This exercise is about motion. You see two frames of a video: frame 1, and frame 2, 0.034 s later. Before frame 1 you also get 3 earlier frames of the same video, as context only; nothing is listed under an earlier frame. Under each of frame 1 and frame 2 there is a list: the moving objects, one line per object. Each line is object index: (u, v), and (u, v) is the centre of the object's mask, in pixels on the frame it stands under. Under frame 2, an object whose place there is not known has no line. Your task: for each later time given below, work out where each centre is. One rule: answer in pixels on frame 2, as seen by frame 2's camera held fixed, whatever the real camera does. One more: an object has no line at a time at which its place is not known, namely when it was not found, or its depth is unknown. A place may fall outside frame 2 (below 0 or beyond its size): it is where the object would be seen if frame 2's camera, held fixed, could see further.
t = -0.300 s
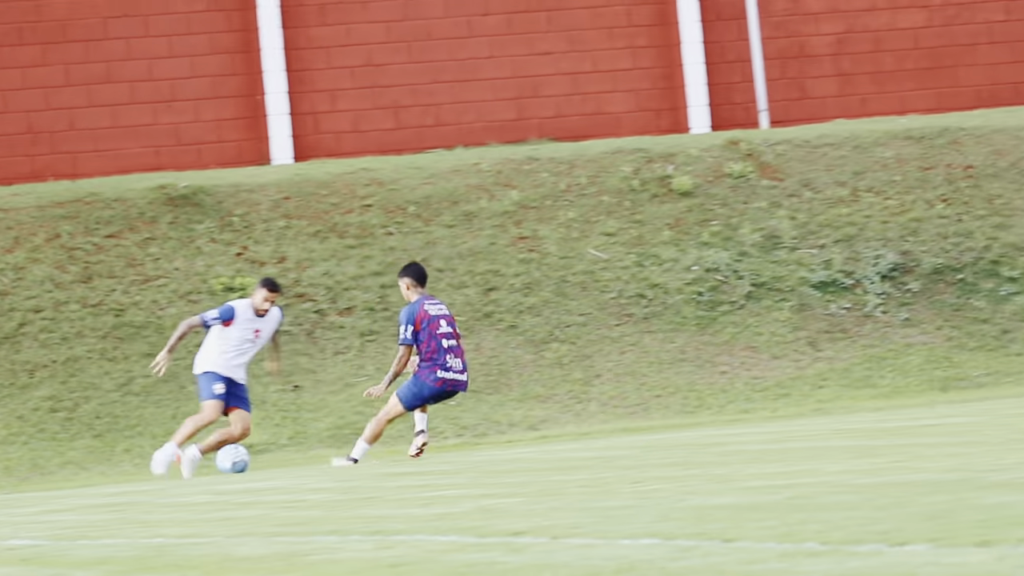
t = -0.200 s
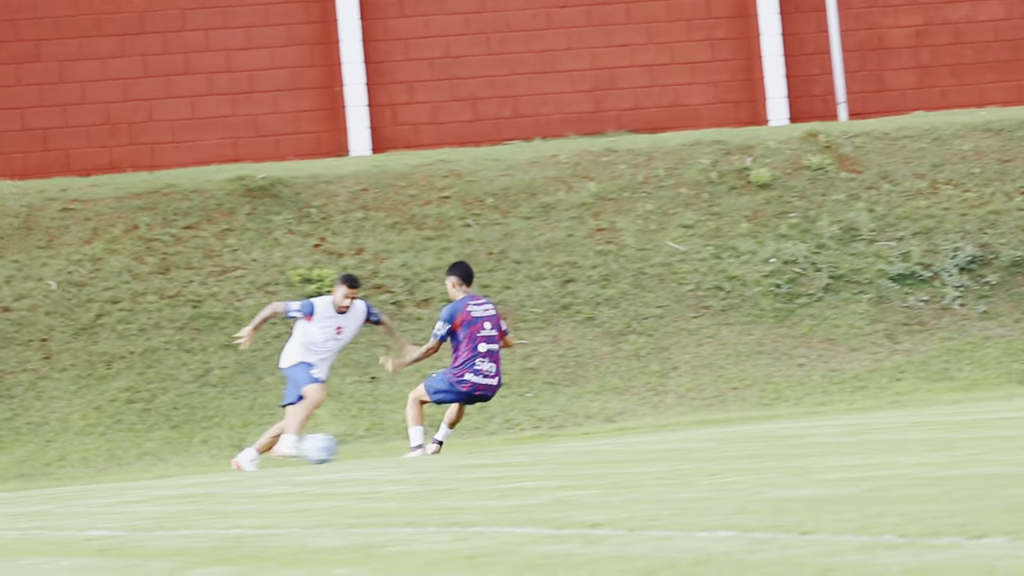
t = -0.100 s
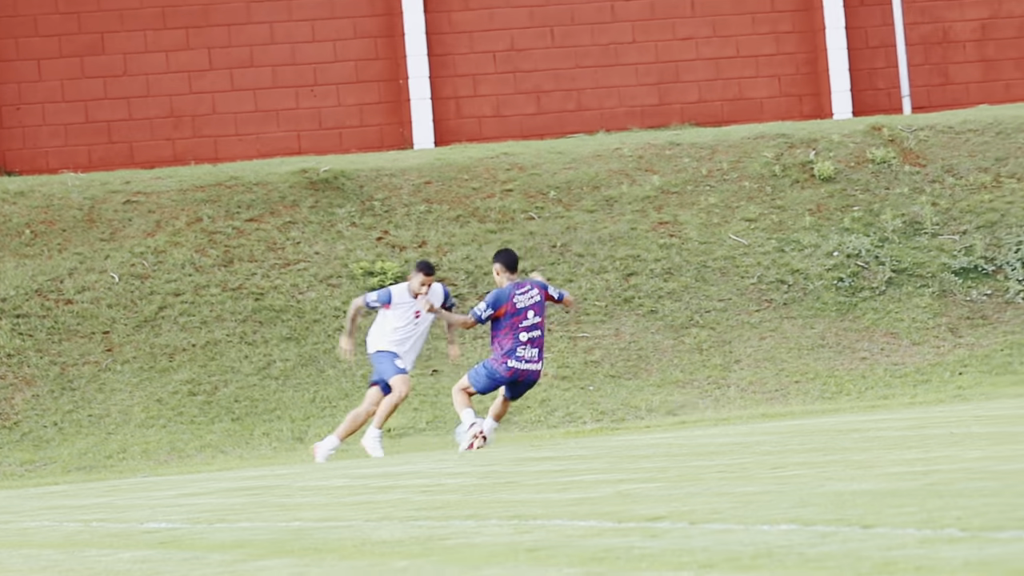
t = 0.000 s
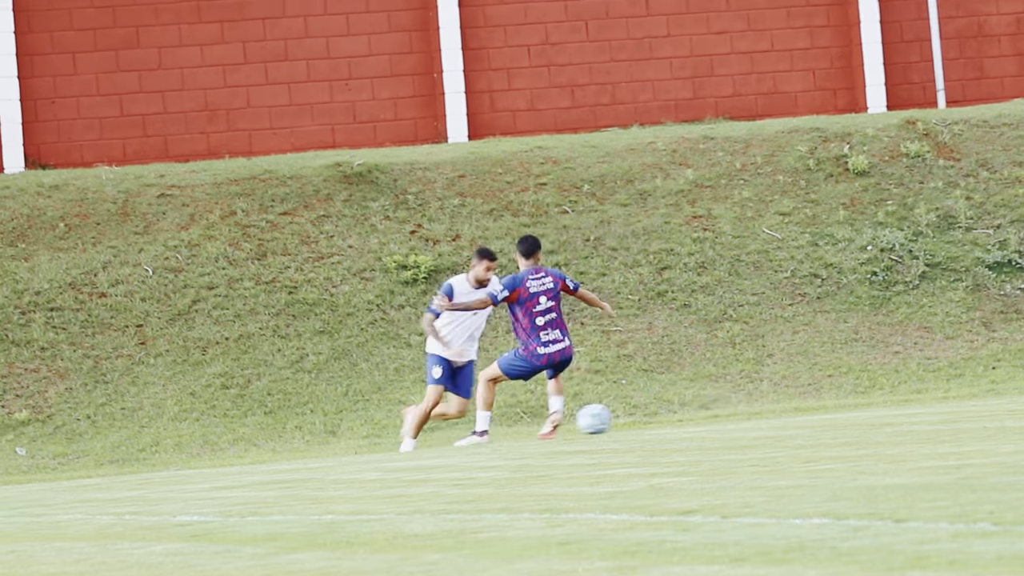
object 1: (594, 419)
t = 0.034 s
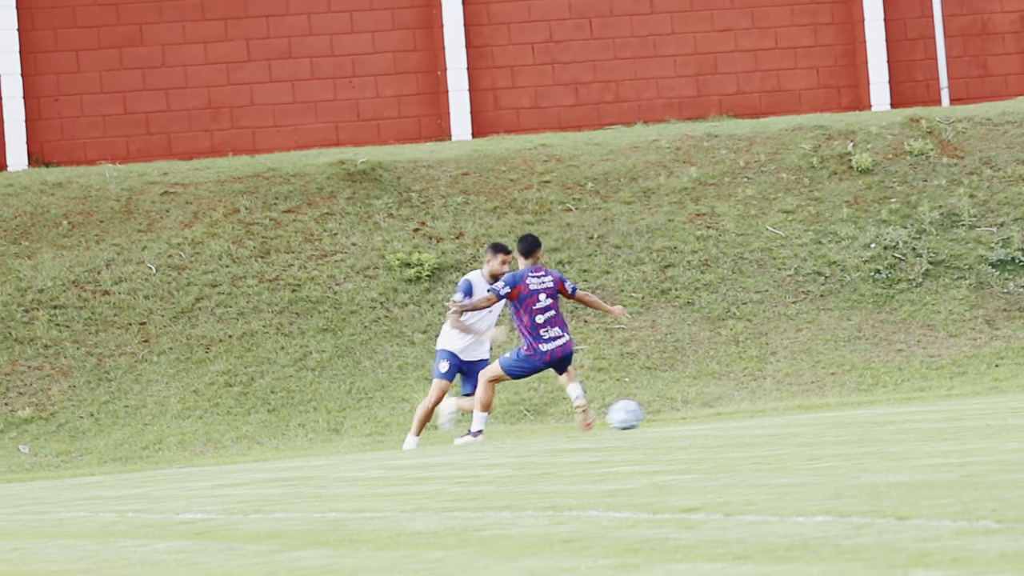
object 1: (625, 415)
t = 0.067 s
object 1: (651, 412)
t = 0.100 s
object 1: (676, 410)
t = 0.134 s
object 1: (701, 408)
